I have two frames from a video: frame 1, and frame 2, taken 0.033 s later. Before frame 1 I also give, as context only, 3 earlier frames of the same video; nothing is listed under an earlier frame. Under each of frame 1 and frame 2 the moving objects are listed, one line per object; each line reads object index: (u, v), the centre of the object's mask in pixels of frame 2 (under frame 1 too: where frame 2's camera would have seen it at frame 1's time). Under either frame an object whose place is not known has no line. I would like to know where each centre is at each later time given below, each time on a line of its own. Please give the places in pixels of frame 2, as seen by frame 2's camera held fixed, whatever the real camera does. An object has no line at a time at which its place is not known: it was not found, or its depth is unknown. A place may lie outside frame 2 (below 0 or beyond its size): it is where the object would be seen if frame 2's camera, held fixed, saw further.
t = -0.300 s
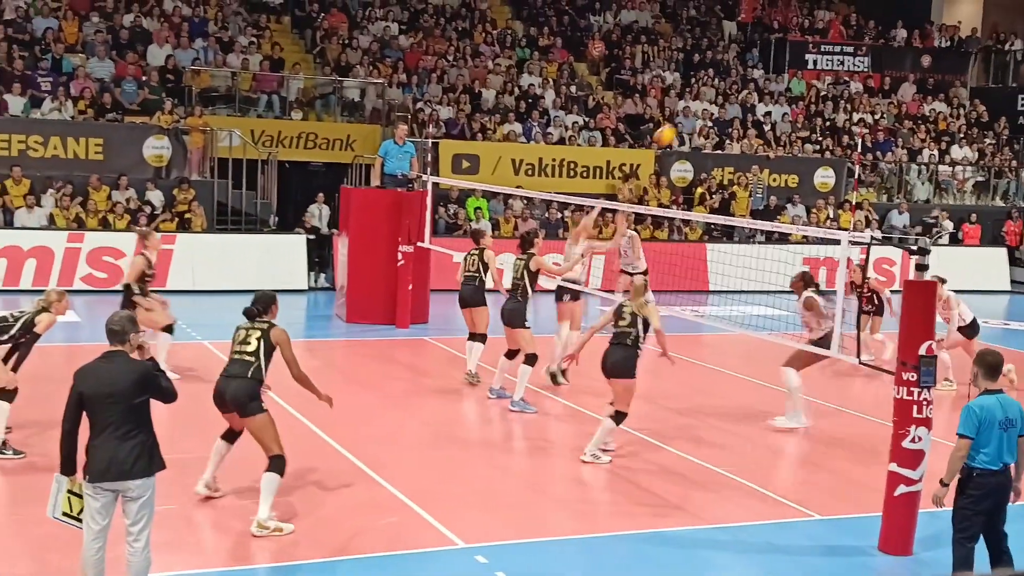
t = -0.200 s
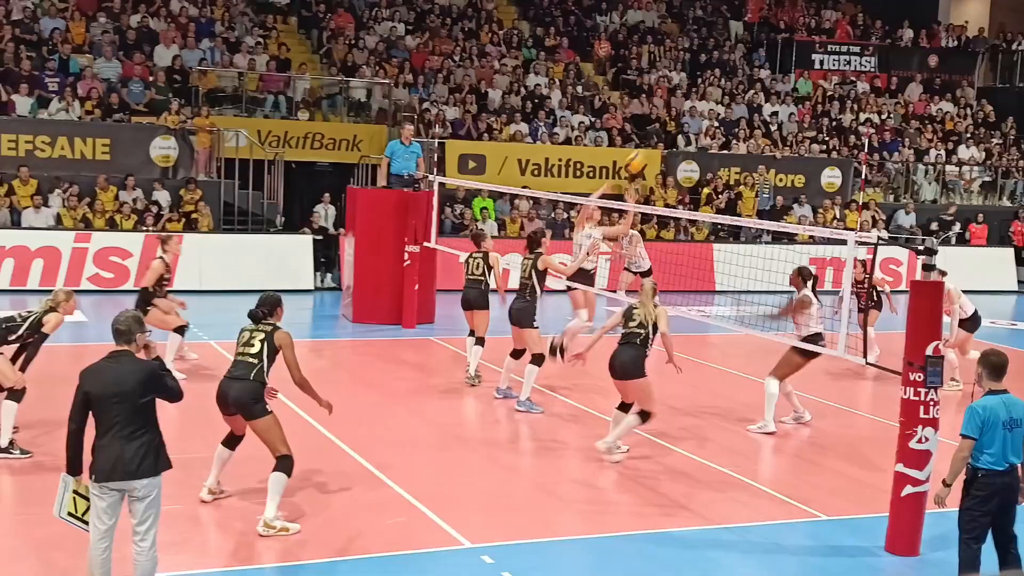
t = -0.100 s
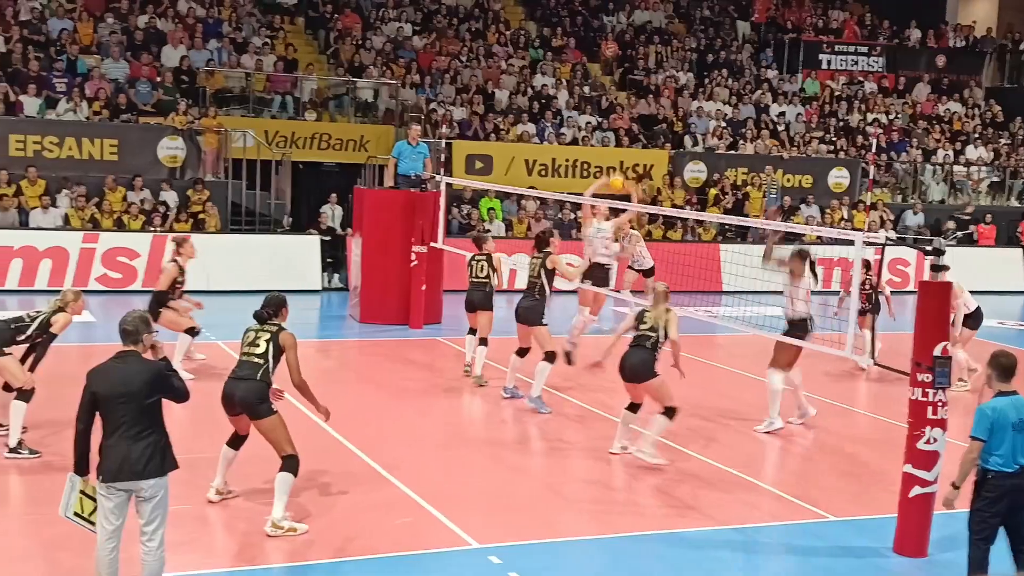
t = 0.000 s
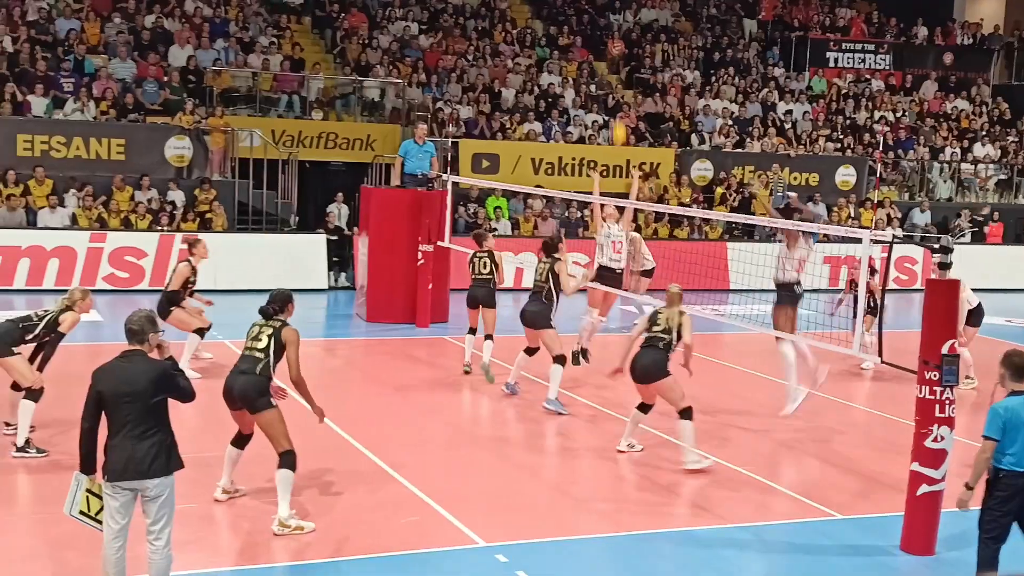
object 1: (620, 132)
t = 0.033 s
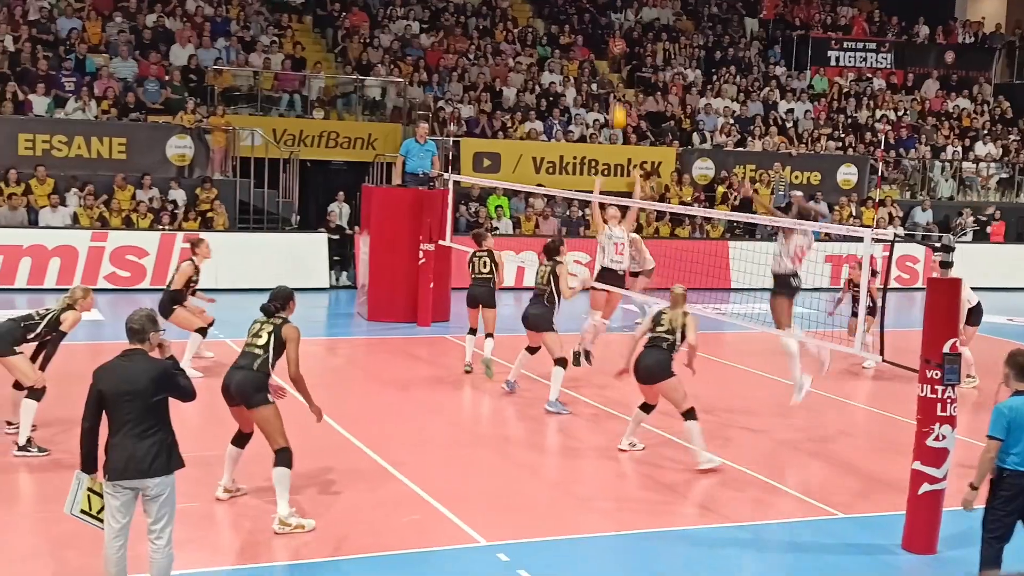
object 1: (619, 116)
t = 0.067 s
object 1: (616, 101)
